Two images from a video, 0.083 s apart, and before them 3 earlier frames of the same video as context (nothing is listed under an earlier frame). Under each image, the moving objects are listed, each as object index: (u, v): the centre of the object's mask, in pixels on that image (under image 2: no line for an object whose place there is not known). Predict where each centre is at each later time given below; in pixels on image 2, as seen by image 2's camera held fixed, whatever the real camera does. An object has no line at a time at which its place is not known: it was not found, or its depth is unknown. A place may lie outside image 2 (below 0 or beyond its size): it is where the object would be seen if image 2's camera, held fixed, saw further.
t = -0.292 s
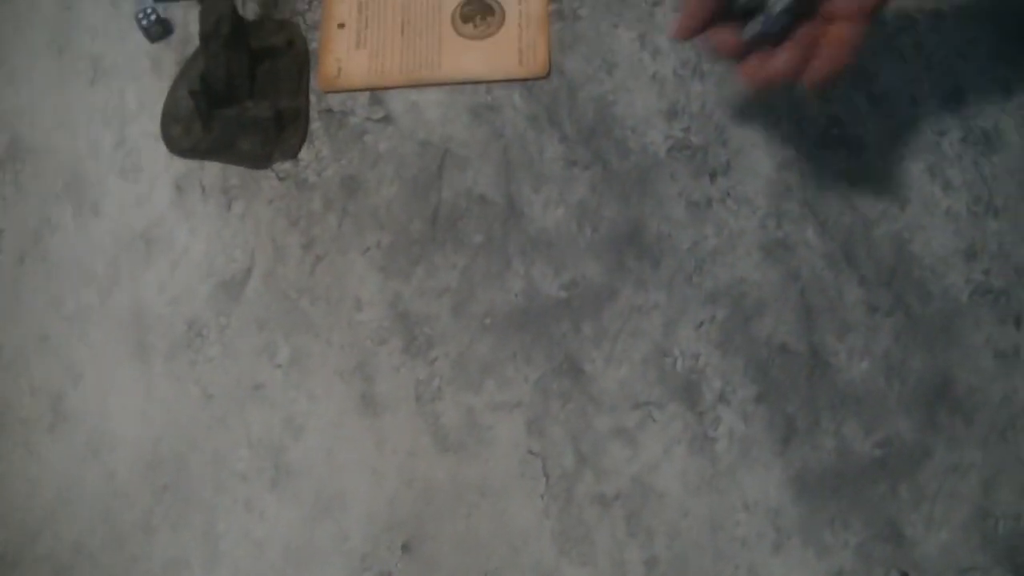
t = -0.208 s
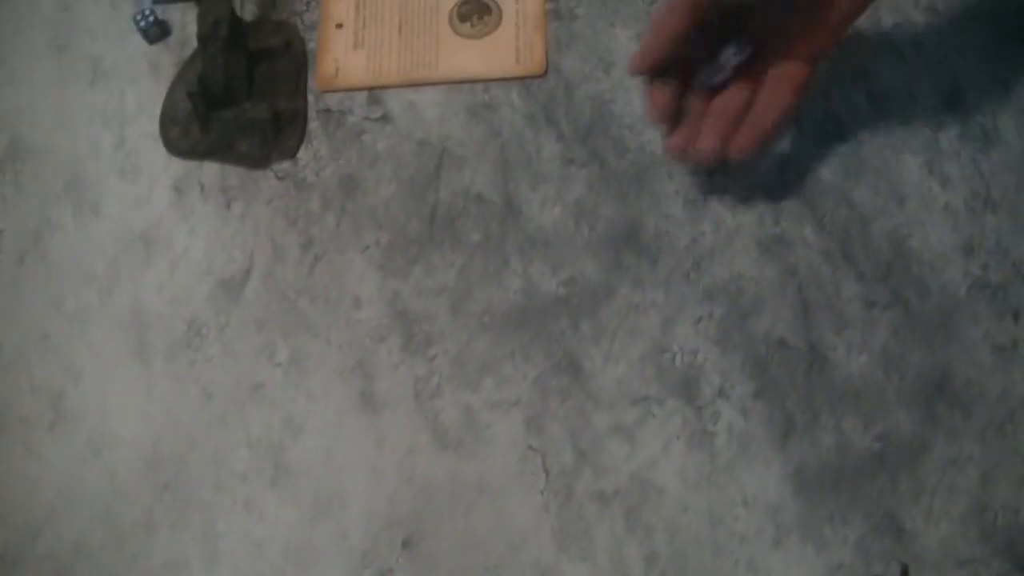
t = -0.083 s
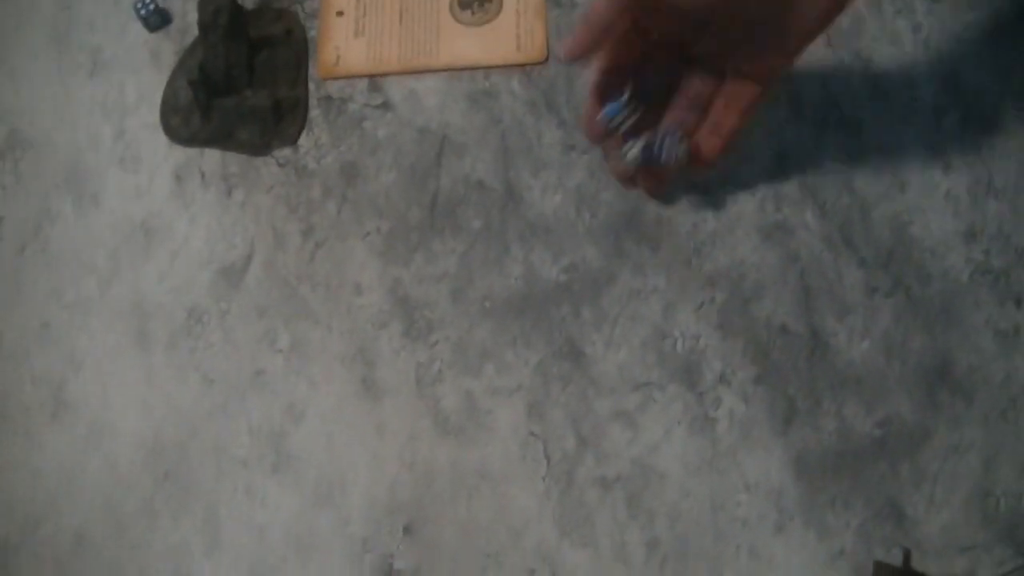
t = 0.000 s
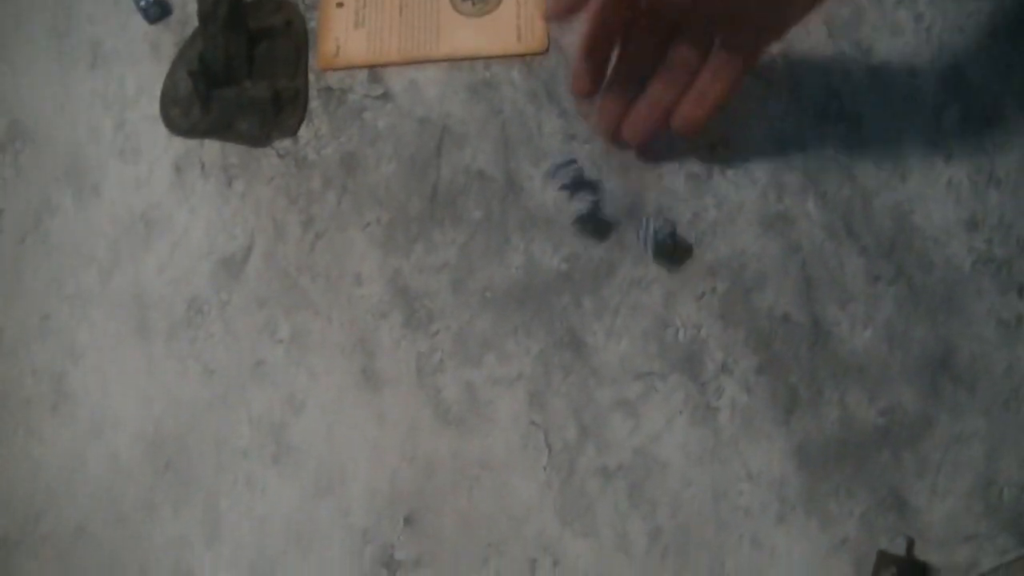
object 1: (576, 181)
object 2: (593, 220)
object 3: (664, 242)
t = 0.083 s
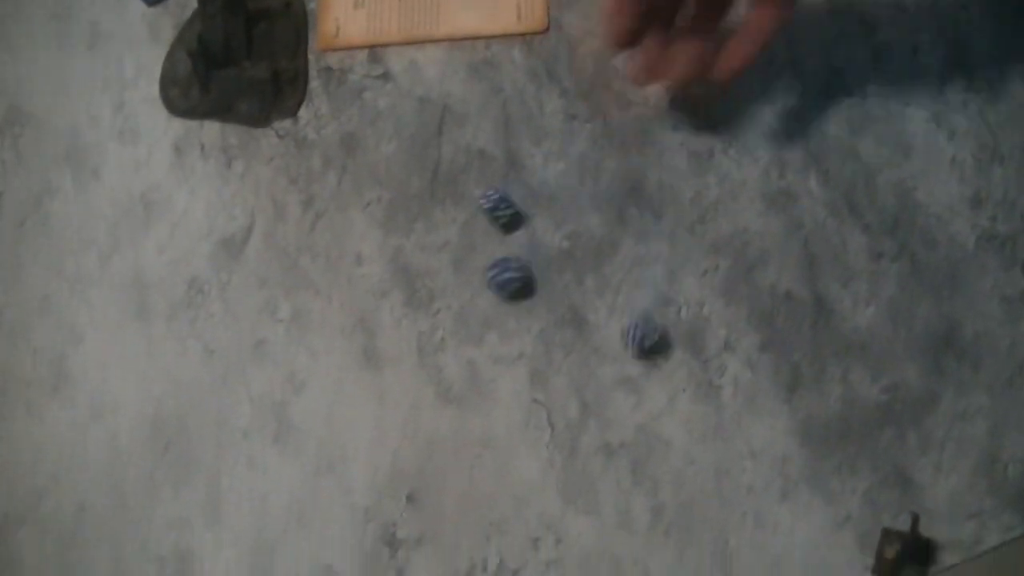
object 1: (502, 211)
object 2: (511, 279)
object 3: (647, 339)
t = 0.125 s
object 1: (482, 224)
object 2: (485, 303)
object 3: (633, 375)
